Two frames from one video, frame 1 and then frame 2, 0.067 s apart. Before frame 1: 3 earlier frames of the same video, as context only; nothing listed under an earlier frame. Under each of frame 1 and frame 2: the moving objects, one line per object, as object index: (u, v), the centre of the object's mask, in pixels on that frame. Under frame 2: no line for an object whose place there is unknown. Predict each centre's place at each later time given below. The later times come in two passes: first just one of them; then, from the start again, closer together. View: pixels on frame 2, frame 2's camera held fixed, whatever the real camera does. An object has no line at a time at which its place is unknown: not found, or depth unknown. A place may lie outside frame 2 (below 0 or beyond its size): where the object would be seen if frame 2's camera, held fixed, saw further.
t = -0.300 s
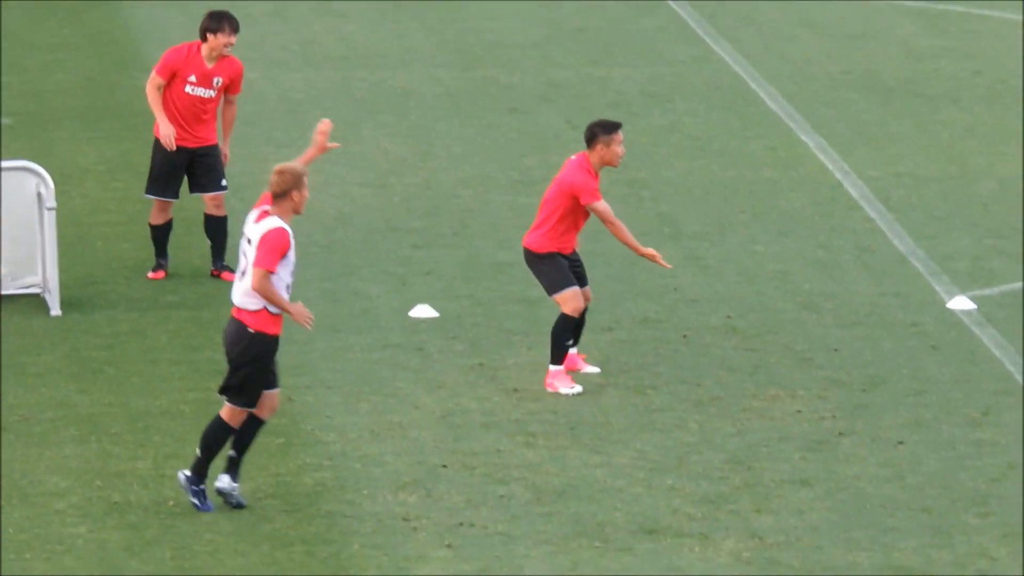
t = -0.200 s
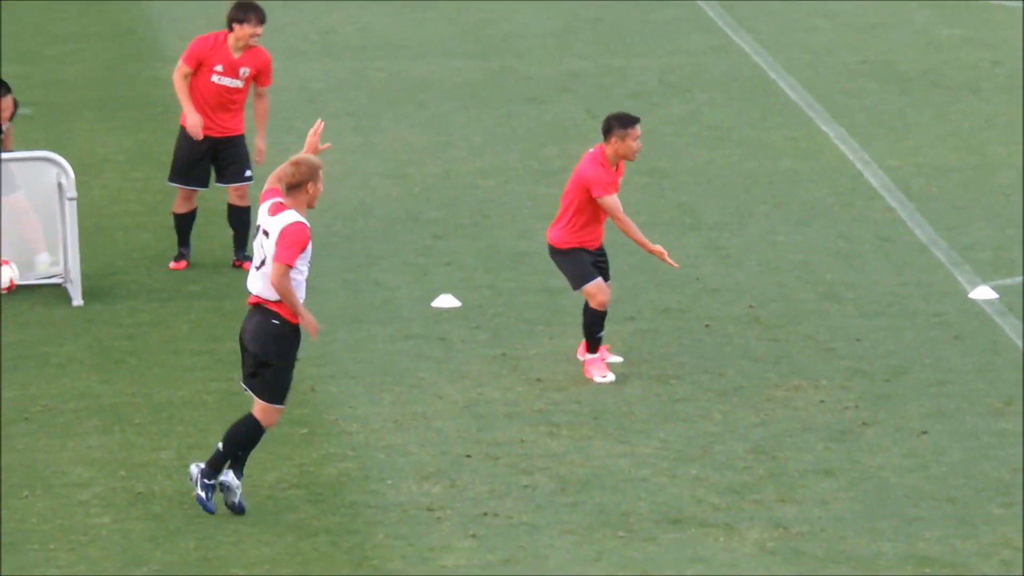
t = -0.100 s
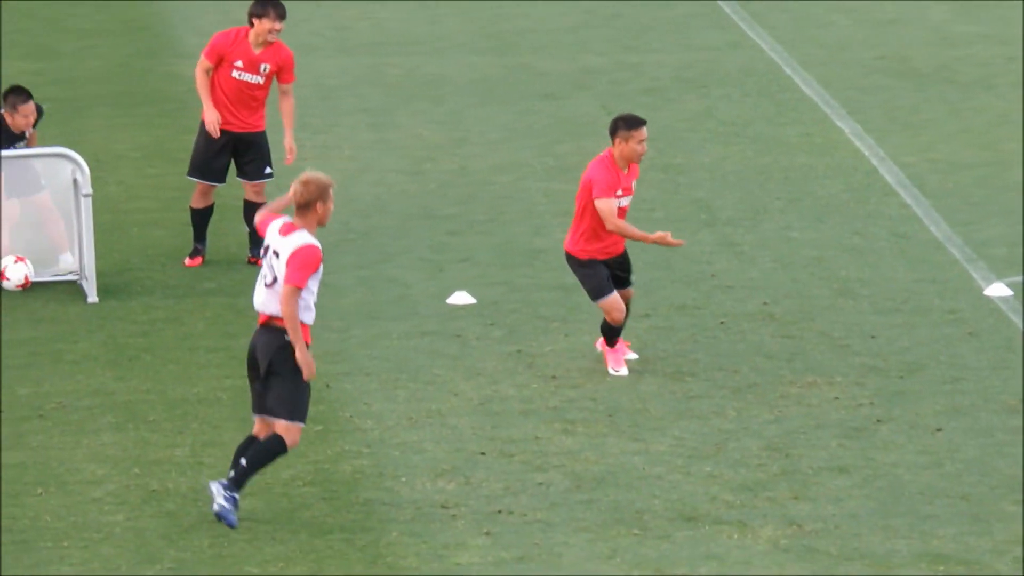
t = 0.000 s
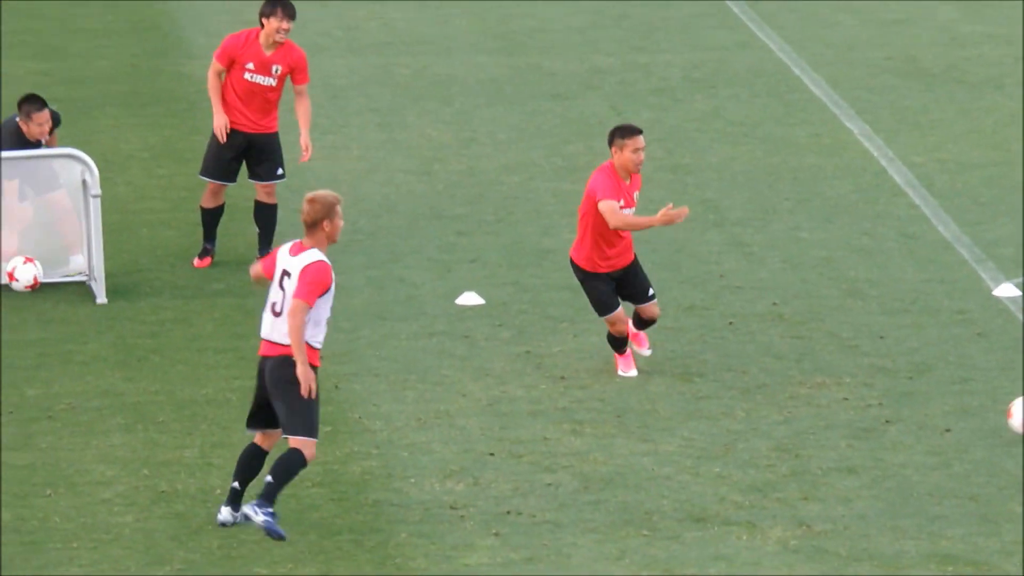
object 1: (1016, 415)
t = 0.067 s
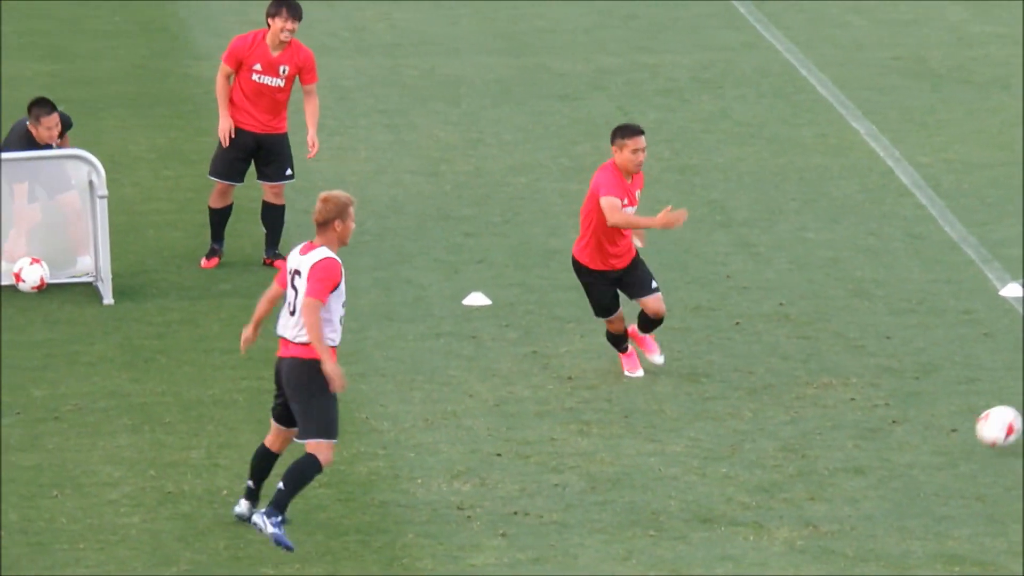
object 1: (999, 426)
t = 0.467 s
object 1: (812, 501)
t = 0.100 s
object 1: (979, 434)
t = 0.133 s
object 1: (961, 445)
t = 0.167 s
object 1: (943, 457)
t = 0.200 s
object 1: (927, 460)
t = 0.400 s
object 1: (838, 494)
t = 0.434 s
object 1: (824, 495)
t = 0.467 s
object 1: (812, 501)
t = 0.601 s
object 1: (755, 529)
